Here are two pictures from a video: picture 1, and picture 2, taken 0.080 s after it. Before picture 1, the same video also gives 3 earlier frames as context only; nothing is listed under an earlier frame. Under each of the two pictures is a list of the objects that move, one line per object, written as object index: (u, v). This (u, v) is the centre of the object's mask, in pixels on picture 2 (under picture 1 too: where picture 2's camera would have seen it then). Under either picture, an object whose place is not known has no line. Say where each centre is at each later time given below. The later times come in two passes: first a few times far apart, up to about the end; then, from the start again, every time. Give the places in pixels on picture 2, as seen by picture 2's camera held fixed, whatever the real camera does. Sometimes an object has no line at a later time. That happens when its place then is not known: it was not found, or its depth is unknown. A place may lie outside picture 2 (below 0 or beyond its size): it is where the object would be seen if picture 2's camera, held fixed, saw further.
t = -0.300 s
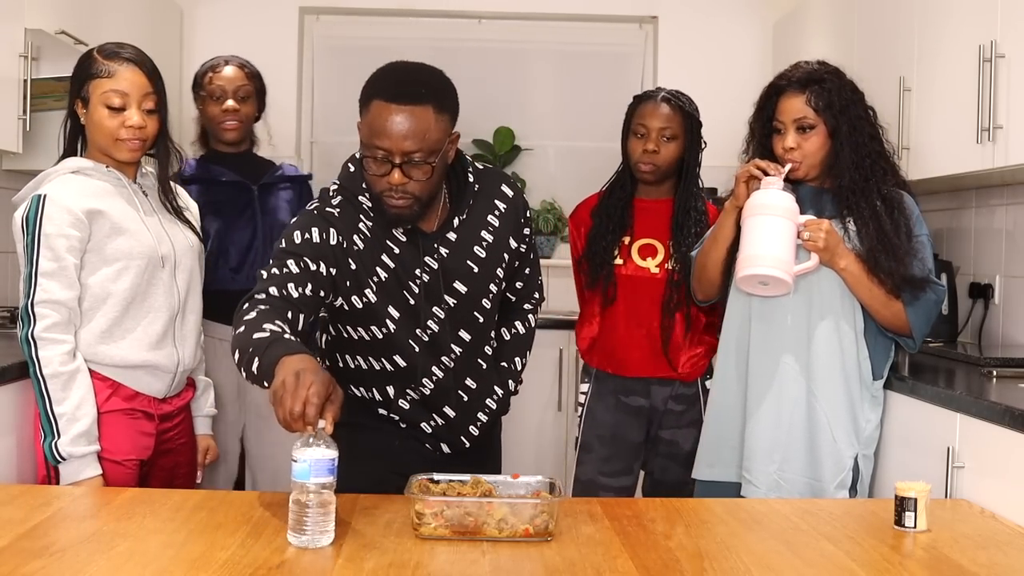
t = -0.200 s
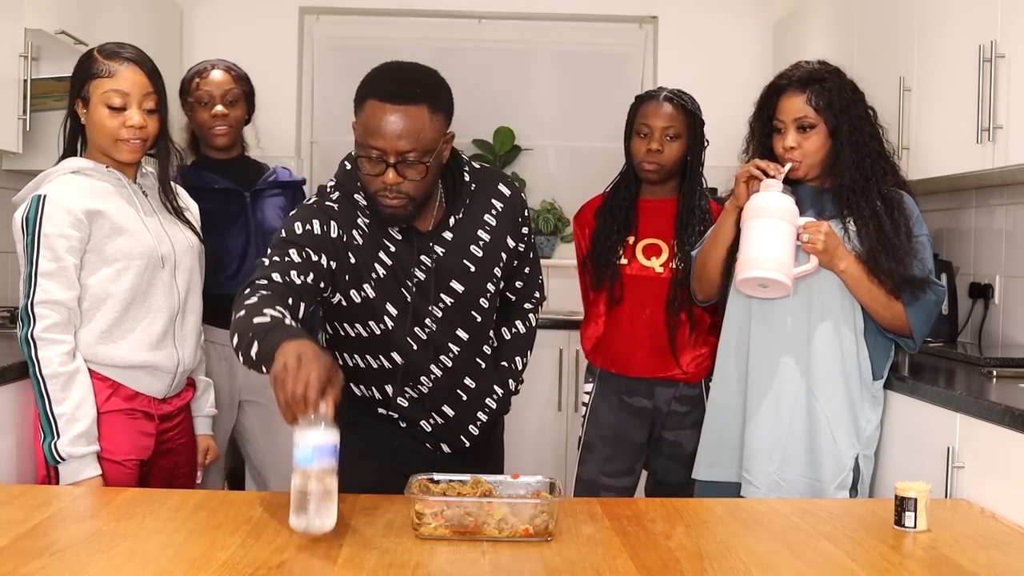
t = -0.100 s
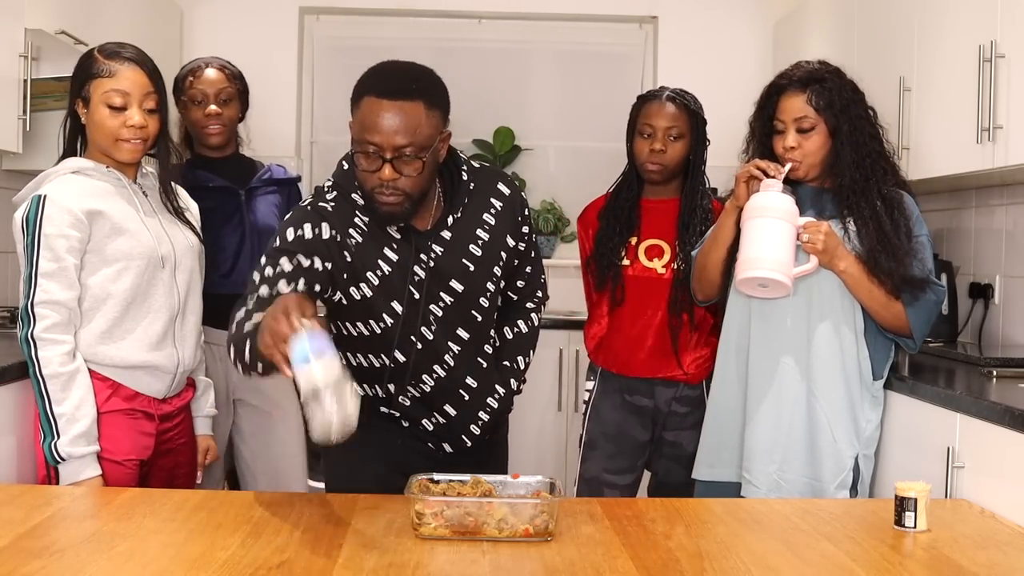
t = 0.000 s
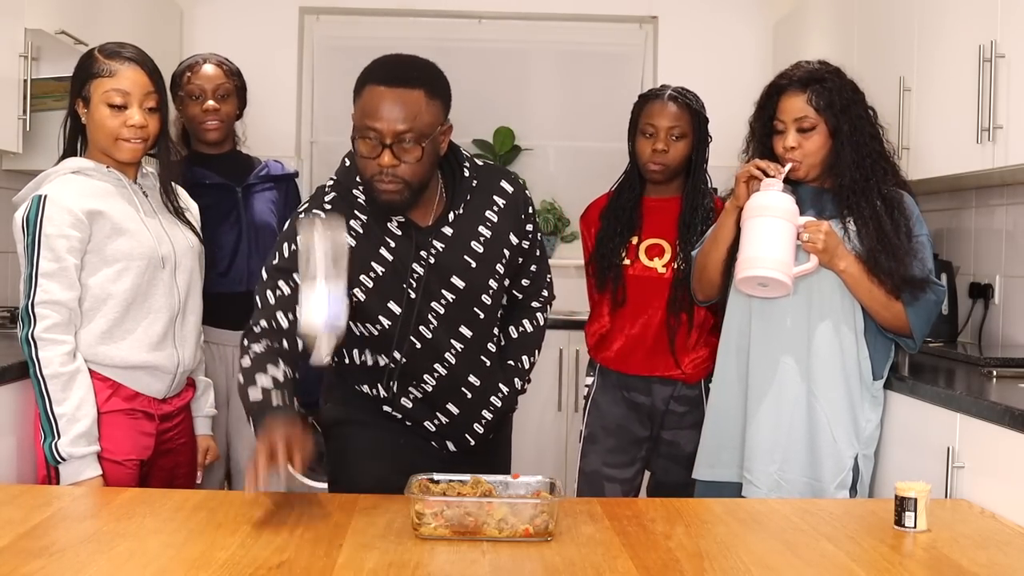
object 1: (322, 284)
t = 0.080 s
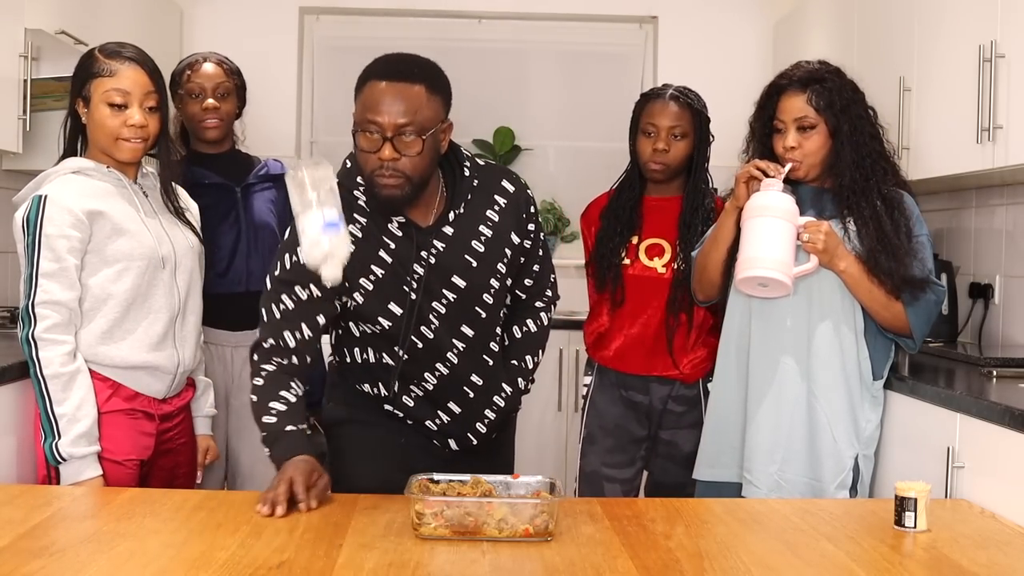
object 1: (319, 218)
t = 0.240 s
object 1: (305, 235)
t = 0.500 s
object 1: (283, 539)
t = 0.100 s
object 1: (318, 210)
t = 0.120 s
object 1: (316, 205)
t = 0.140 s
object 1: (315, 202)
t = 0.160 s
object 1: (313, 201)
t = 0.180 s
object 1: (311, 205)
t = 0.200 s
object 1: (309, 213)
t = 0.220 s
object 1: (307, 223)
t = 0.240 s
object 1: (305, 235)
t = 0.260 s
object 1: (303, 252)
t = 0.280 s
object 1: (301, 272)
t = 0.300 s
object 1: (299, 295)
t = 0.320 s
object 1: (297, 319)
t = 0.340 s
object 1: (300, 346)
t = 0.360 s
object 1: (300, 374)
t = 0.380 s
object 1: (290, 417)
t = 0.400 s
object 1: (288, 455)
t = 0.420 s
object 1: (286, 493)
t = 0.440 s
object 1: (287, 509)
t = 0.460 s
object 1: (289, 518)
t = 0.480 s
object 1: (286, 534)
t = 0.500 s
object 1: (283, 539)
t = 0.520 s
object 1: (284, 539)
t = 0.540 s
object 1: (283, 539)
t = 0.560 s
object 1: (282, 539)
